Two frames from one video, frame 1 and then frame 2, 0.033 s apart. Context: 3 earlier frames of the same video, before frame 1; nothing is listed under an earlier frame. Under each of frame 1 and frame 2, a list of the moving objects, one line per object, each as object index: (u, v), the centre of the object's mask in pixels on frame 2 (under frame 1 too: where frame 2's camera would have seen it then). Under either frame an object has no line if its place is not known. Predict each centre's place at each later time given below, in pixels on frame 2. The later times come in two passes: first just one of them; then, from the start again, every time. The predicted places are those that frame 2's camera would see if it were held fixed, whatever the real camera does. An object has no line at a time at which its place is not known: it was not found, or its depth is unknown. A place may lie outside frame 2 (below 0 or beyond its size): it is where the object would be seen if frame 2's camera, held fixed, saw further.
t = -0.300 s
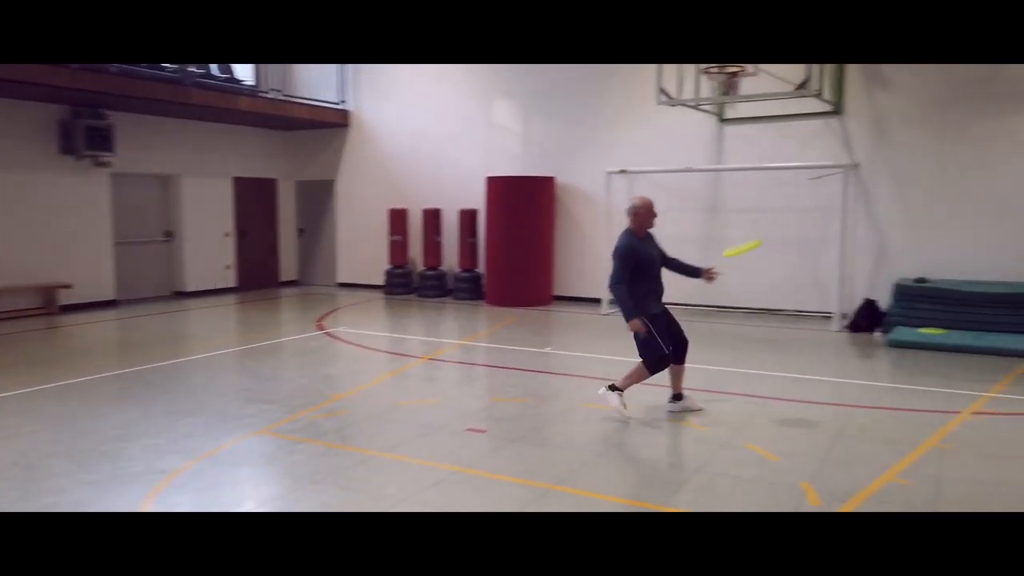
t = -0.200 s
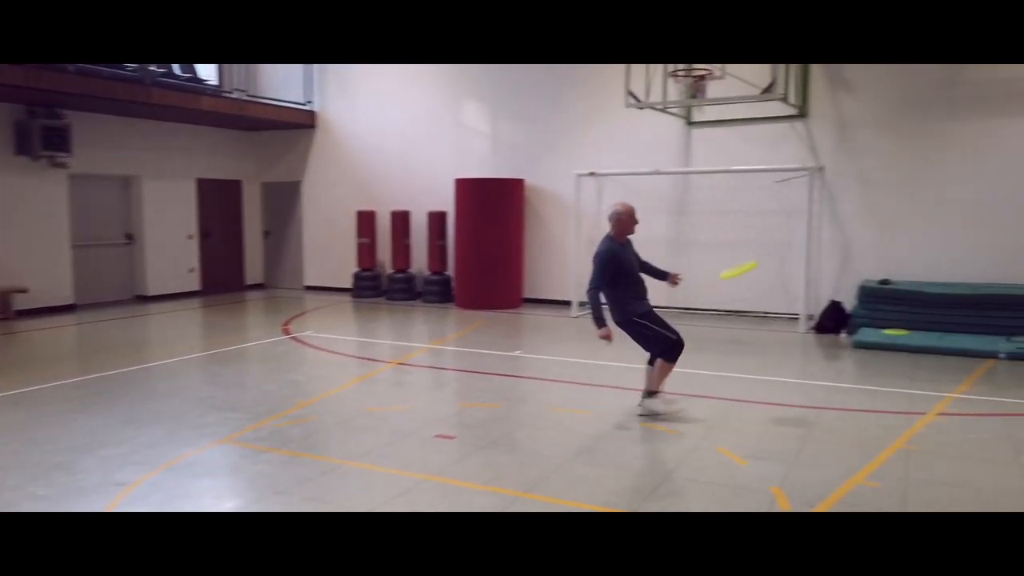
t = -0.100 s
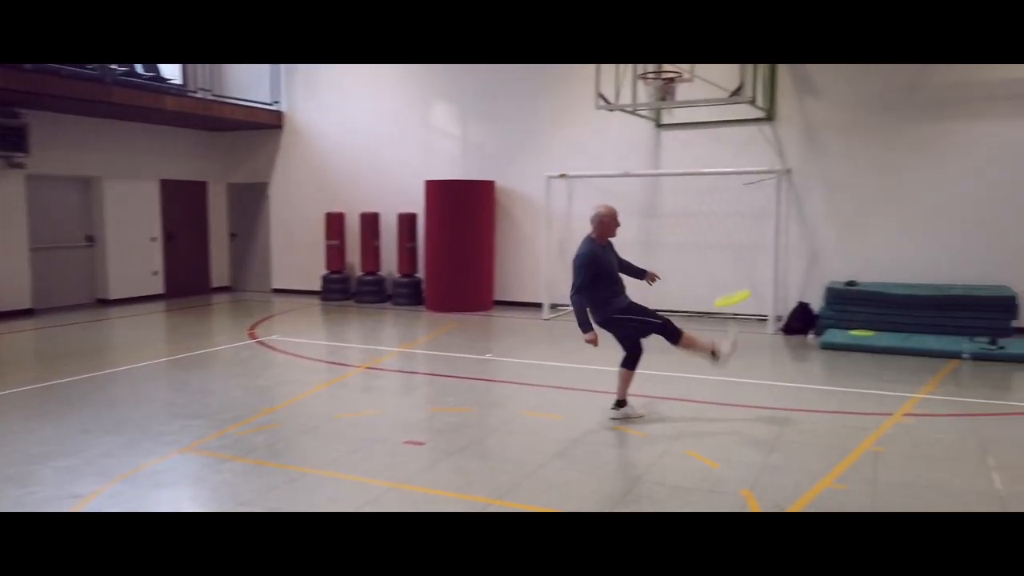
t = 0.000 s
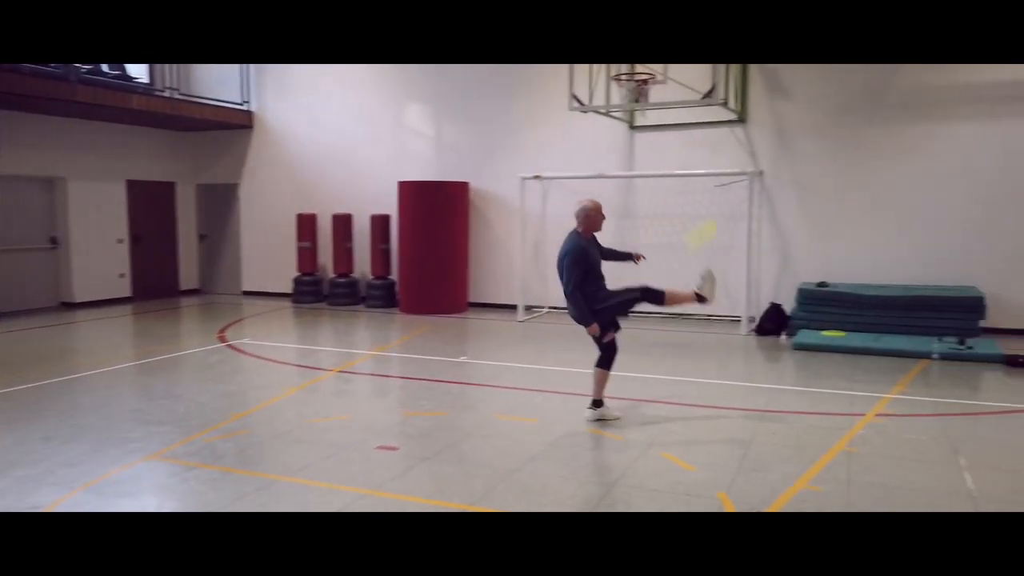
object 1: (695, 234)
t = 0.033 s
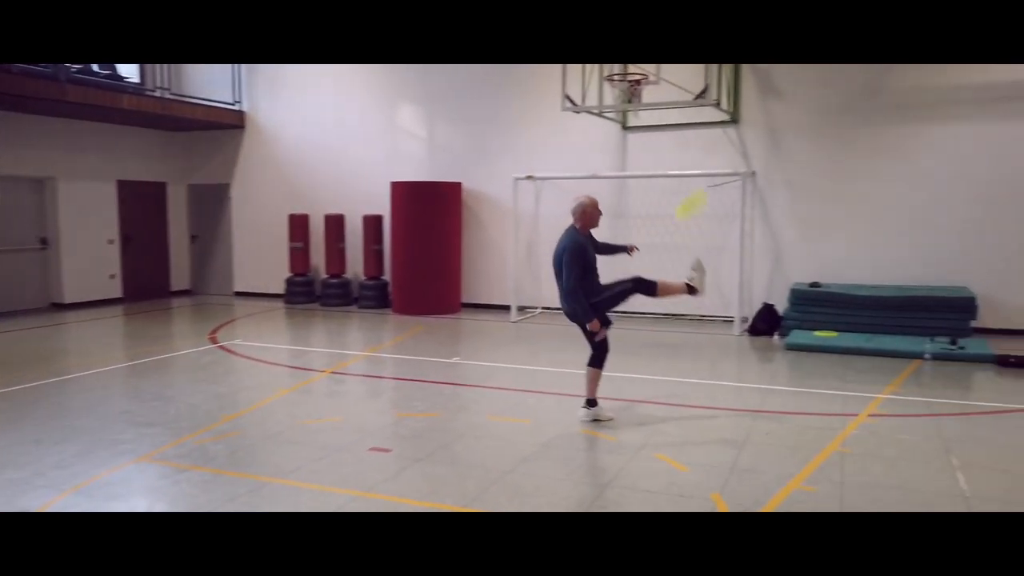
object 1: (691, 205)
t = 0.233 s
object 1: (675, 71)
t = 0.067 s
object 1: (688, 176)
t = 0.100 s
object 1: (684, 151)
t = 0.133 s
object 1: (681, 130)
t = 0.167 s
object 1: (680, 108)
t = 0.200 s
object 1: (677, 88)
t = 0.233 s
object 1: (675, 71)
